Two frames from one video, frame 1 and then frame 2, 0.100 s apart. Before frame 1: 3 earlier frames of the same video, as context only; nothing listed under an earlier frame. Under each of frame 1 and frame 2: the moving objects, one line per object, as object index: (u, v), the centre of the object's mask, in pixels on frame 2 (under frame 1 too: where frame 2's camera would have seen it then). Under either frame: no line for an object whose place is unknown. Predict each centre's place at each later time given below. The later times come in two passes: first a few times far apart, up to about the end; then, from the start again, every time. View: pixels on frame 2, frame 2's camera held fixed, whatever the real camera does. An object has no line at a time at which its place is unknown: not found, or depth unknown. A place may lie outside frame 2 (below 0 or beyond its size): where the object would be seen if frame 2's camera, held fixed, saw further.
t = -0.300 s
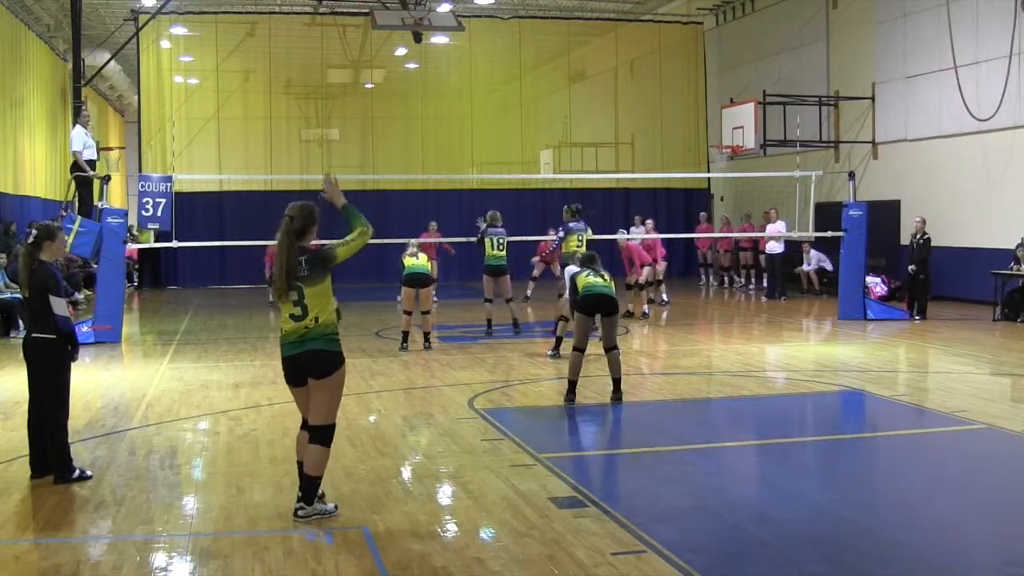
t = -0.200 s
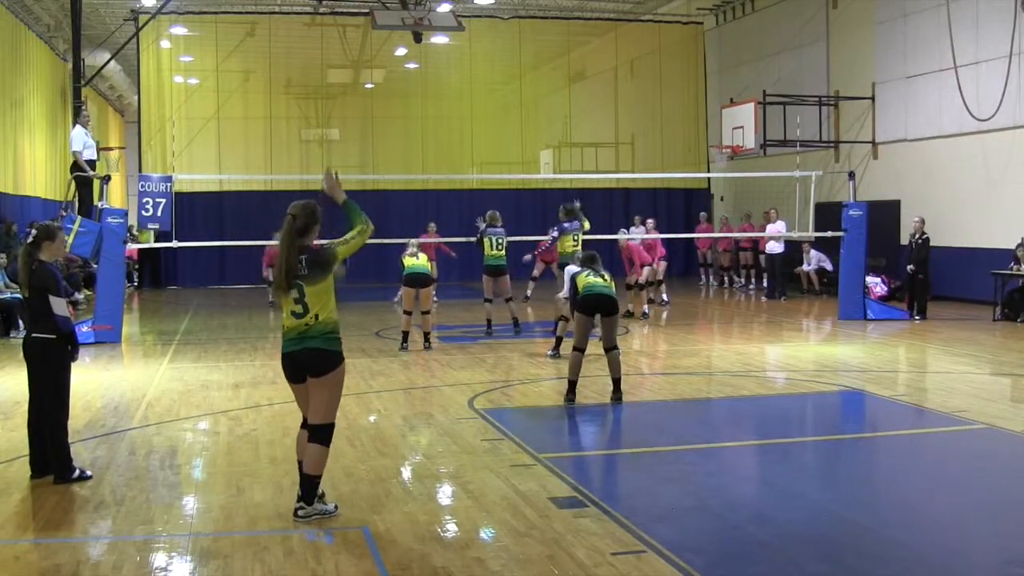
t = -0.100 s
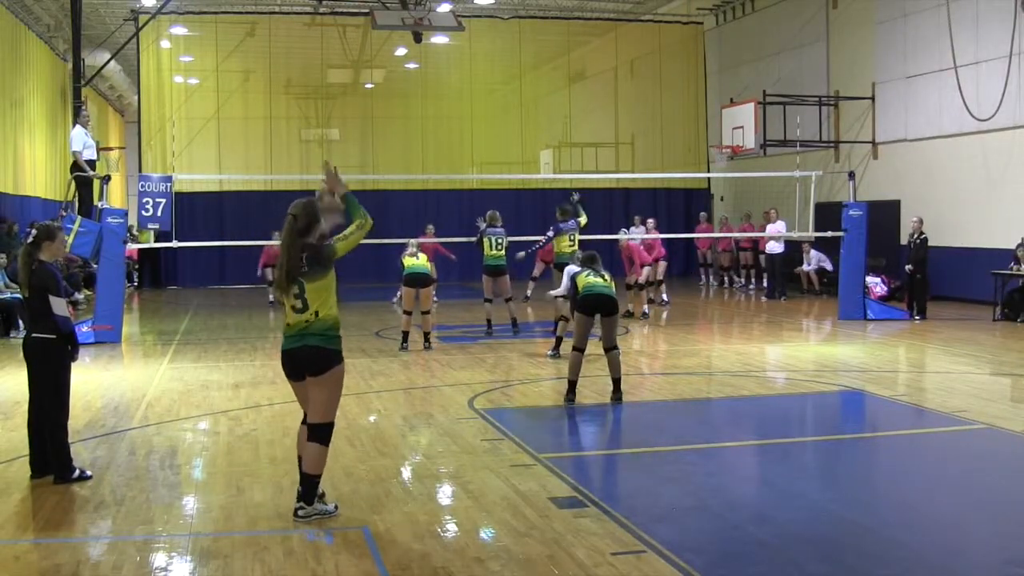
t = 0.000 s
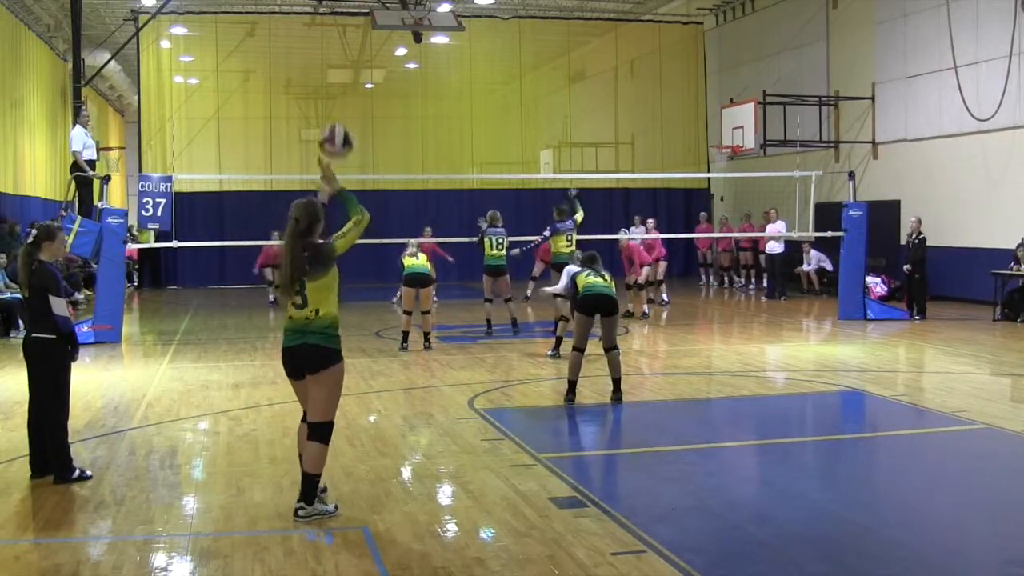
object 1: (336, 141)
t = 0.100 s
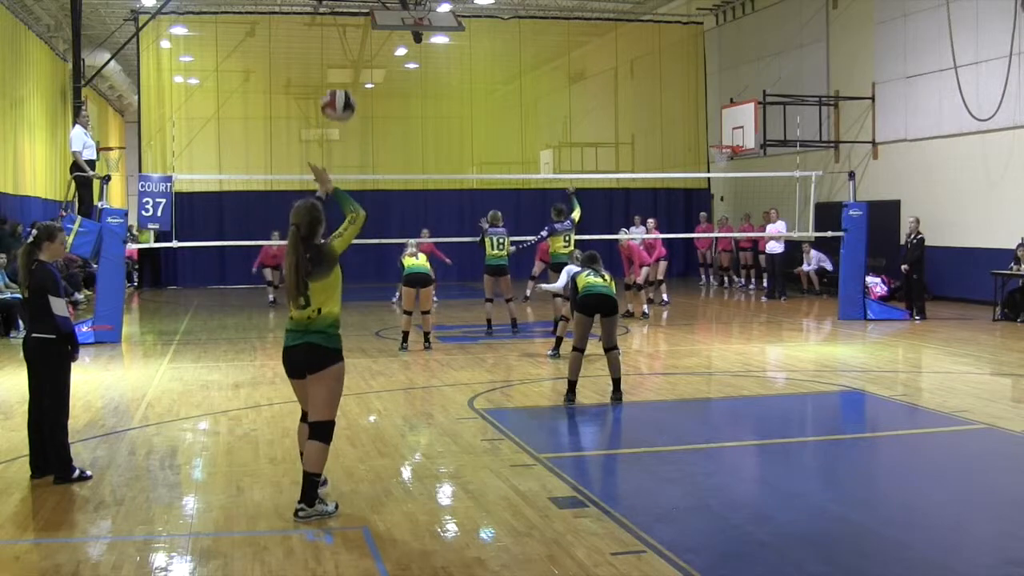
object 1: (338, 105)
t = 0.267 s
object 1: (342, 80)
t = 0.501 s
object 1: (350, 119)
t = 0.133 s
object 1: (339, 96)
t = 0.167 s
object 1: (340, 90)
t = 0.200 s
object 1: (340, 85)
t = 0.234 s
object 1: (341, 82)
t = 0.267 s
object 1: (342, 80)
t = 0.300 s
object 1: (343, 80)
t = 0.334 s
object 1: (344, 83)
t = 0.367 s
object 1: (346, 86)
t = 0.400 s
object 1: (347, 92)
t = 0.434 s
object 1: (347, 100)
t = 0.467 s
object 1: (348, 109)
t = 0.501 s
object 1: (350, 119)
